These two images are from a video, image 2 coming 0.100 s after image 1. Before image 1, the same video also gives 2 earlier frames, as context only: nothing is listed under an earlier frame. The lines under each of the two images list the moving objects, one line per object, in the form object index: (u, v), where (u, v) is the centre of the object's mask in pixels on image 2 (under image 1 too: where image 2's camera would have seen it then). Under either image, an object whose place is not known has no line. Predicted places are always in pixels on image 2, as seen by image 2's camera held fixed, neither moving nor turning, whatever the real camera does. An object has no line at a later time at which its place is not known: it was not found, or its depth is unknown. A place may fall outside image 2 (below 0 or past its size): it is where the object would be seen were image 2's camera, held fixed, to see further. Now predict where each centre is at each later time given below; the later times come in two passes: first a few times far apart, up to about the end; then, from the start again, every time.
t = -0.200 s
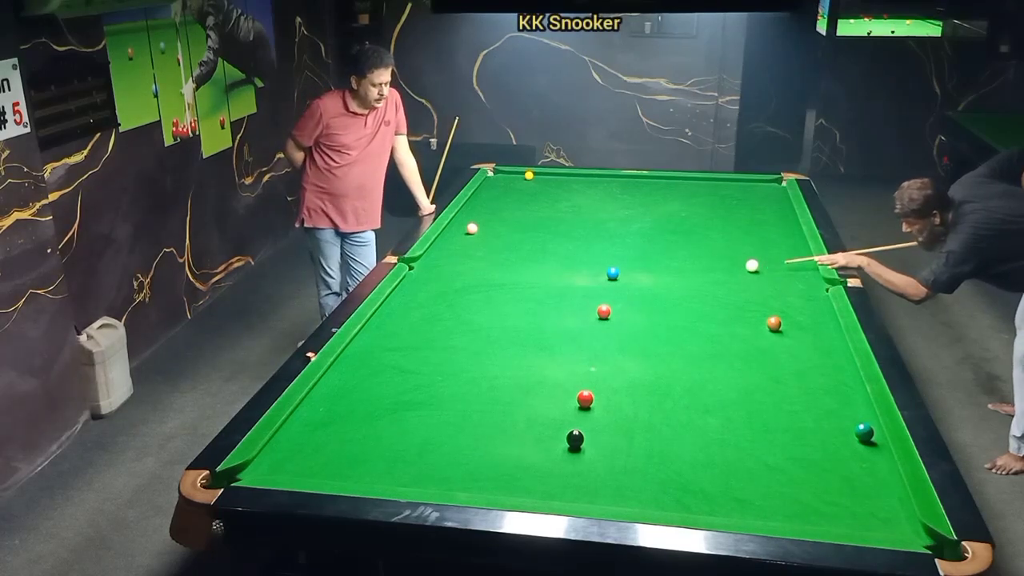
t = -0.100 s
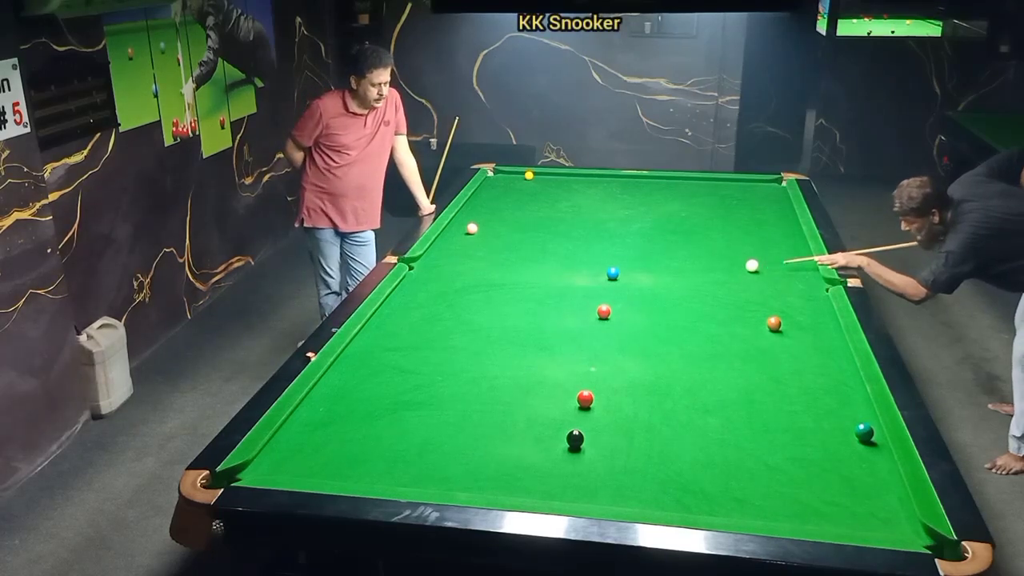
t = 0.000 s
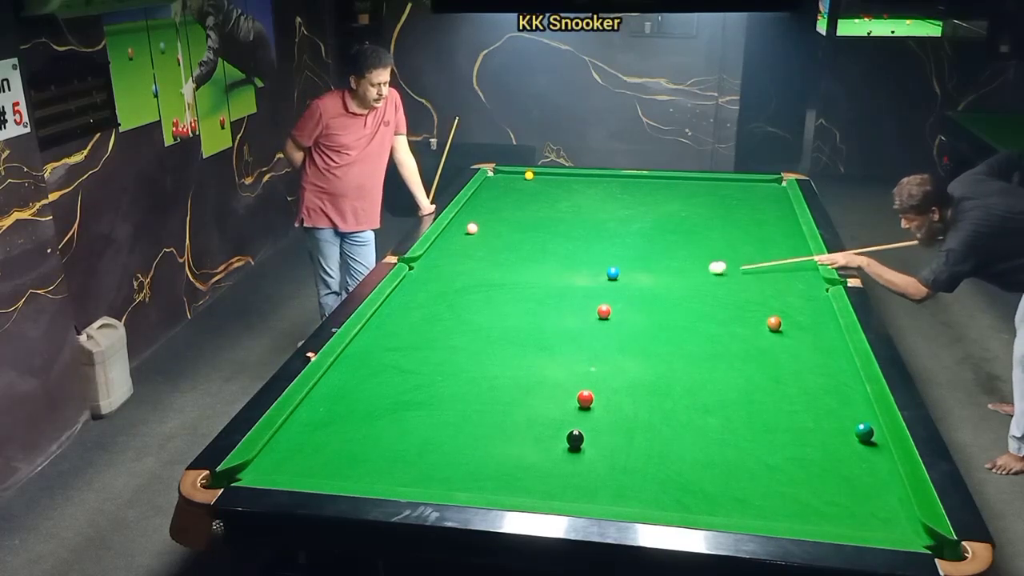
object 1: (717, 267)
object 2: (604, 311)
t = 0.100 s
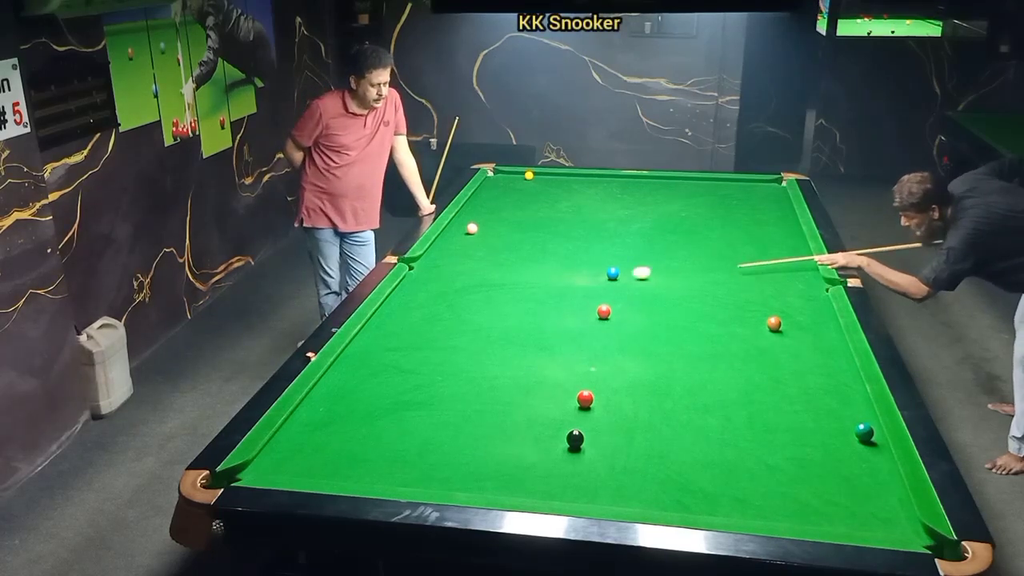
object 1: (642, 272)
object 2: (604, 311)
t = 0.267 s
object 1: (616, 285)
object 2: (604, 311)
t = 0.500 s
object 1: (603, 301)
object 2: (604, 312)
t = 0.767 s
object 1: (579, 312)
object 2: (611, 321)
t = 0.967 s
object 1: (560, 318)
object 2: (617, 330)
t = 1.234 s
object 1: (535, 326)
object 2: (626, 343)
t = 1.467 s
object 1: (514, 333)
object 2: (633, 353)
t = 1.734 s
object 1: (491, 340)
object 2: (642, 365)
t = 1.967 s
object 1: (471, 346)
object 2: (649, 375)
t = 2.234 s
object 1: (450, 353)
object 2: (656, 386)
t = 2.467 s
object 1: (434, 359)
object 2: (662, 395)
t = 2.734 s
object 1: (415, 365)
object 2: (668, 404)
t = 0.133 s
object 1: (624, 275)
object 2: (604, 311)
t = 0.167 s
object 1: (622, 277)
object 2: (604, 311)
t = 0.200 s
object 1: (620, 280)
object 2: (604, 311)
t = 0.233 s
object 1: (618, 283)
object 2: (604, 311)
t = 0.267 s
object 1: (616, 285)
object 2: (604, 311)
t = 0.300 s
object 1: (614, 287)
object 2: (604, 311)
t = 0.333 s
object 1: (613, 289)
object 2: (604, 311)
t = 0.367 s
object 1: (611, 292)
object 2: (604, 311)
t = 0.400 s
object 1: (609, 295)
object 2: (604, 312)
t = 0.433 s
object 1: (606, 297)
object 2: (603, 312)
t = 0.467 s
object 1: (605, 299)
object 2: (604, 312)
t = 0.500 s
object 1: (603, 301)
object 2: (604, 312)
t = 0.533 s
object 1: (601, 302)
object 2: (604, 312)
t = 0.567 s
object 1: (597, 305)
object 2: (604, 312)
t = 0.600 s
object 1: (594, 307)
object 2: (605, 314)
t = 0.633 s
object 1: (591, 308)
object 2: (606, 315)
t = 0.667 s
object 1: (588, 309)
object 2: (608, 317)
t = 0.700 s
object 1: (585, 310)
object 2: (609, 318)
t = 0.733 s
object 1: (582, 311)
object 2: (610, 320)
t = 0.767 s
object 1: (579, 312)
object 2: (611, 321)
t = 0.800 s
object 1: (576, 313)
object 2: (612, 323)
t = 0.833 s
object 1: (572, 314)
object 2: (613, 324)
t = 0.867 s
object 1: (569, 315)
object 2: (614, 326)
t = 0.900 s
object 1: (566, 316)
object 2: (615, 327)
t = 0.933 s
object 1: (563, 317)
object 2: (616, 329)
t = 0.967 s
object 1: (560, 318)
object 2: (617, 330)
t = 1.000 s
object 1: (556, 319)
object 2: (618, 332)
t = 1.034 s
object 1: (553, 320)
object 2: (619, 334)
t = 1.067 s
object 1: (550, 321)
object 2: (620, 335)
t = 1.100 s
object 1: (547, 322)
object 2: (622, 336)
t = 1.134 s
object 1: (544, 323)
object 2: (623, 338)
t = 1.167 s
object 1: (541, 324)
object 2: (624, 339)
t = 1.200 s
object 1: (538, 325)
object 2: (625, 341)
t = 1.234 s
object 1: (535, 326)
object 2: (626, 343)
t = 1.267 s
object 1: (532, 327)
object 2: (627, 344)
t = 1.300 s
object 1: (529, 328)
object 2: (628, 346)
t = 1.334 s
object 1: (526, 329)
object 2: (629, 347)
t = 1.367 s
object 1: (523, 330)
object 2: (630, 349)
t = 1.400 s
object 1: (520, 331)
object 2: (631, 350)
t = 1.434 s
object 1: (517, 332)
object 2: (632, 352)
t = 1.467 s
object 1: (514, 333)
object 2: (633, 353)
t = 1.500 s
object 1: (511, 334)
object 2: (635, 354)
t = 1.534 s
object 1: (508, 335)
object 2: (636, 356)
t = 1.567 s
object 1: (505, 336)
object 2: (637, 358)
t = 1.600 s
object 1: (502, 336)
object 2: (638, 359)
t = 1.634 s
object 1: (499, 337)
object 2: (639, 361)
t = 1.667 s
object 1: (497, 338)
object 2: (640, 362)
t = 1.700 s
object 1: (494, 339)
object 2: (641, 364)
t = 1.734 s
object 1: (491, 340)
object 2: (642, 365)
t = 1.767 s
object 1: (488, 341)
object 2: (643, 367)
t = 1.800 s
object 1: (485, 342)
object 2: (644, 368)
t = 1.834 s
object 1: (482, 343)
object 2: (645, 369)
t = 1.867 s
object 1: (479, 344)
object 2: (646, 371)
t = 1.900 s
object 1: (477, 345)
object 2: (647, 373)
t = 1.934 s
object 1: (474, 346)
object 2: (648, 374)
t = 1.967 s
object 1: (471, 346)
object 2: (649, 375)
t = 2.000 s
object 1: (468, 347)
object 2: (650, 377)
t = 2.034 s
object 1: (466, 348)
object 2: (651, 378)
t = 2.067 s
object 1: (463, 349)
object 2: (652, 379)
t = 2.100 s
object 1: (461, 350)
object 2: (653, 381)
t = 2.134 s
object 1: (458, 351)
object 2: (654, 382)
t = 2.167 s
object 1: (455, 352)
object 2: (655, 384)
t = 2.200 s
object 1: (453, 352)
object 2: (656, 385)
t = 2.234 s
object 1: (450, 353)
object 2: (656, 386)
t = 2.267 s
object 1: (448, 354)
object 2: (657, 388)
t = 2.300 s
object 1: (446, 355)
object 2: (658, 389)
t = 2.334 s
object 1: (443, 356)
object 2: (659, 390)
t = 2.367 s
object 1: (440, 356)
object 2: (660, 392)
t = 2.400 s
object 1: (438, 357)
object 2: (660, 393)
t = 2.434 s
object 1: (436, 358)
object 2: (661, 394)
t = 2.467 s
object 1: (434, 359)
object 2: (662, 395)
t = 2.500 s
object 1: (431, 359)
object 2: (663, 397)
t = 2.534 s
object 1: (429, 360)
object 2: (664, 398)
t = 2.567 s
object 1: (427, 361)
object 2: (664, 399)
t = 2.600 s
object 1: (424, 362)
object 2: (665, 400)
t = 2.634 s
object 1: (422, 363)
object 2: (666, 401)
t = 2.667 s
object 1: (420, 363)
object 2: (666, 402)
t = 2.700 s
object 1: (417, 364)
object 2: (667, 403)
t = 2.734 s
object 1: (415, 365)
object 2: (668, 404)
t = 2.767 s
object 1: (413, 365)
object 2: (669, 406)
